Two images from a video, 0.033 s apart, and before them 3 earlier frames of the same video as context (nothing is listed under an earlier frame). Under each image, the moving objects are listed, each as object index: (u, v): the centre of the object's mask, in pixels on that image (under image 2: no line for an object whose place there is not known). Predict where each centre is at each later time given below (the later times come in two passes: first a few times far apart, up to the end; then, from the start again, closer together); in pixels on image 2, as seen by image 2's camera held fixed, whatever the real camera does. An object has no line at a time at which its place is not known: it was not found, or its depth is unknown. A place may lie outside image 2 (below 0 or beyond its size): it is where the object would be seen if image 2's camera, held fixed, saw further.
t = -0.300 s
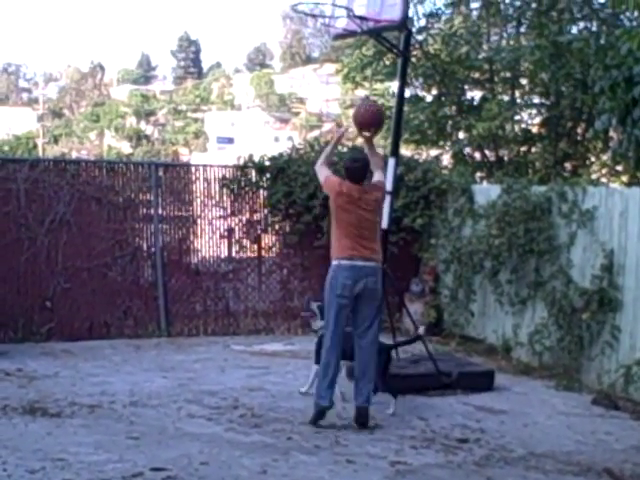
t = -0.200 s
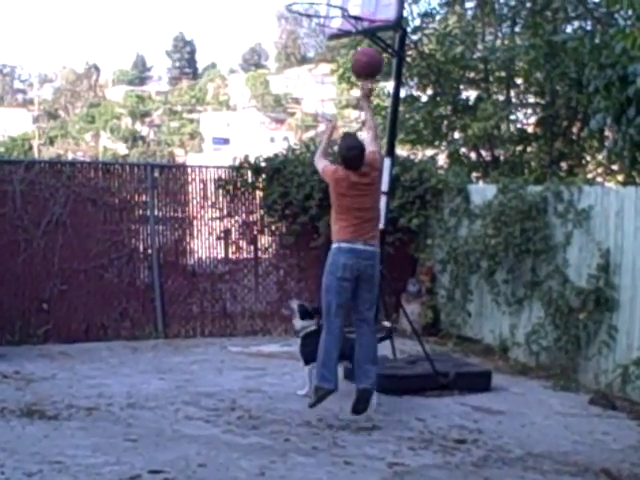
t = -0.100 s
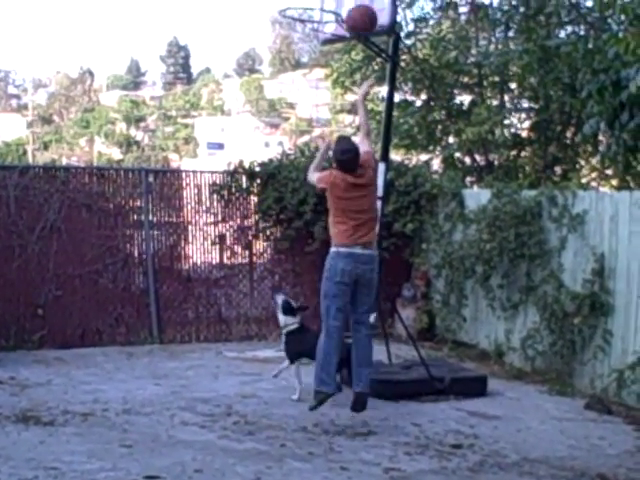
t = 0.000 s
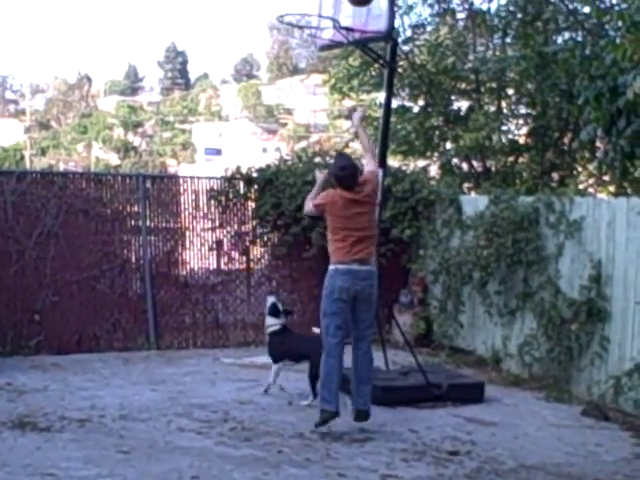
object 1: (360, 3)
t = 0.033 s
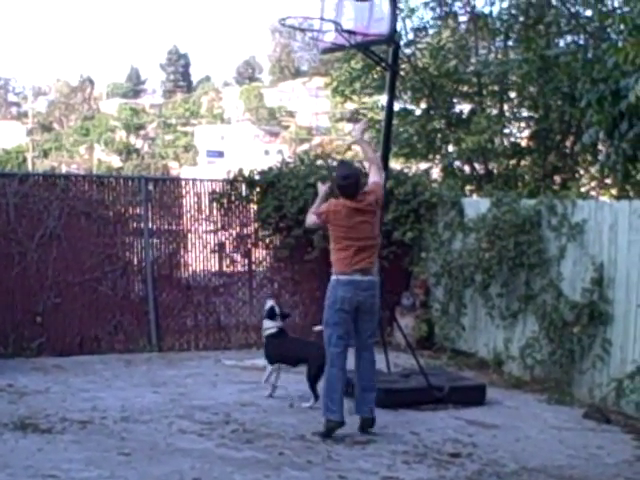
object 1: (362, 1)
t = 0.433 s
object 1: (324, 10)
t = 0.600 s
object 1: (301, 18)
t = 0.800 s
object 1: (325, 45)
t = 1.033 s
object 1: (317, 62)
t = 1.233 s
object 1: (299, 122)
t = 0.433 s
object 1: (324, 10)
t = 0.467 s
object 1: (319, 20)
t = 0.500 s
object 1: (314, 17)
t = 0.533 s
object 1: (310, 16)
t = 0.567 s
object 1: (306, 17)
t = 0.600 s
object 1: (301, 18)
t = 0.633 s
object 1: (299, 21)
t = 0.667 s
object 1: (305, 24)
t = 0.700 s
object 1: (309, 28)
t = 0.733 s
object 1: (313, 34)
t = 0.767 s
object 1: (320, 41)
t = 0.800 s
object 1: (325, 45)
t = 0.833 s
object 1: (328, 47)
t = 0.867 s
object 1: (327, 47)
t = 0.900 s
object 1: (326, 48)
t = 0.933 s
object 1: (324, 50)
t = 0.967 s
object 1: (322, 53)
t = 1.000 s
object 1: (319, 57)
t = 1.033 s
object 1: (317, 62)
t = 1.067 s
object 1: (314, 68)
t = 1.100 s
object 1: (311, 76)
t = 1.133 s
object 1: (308, 84)
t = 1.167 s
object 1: (305, 95)
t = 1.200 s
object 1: (302, 108)
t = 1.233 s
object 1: (299, 122)
